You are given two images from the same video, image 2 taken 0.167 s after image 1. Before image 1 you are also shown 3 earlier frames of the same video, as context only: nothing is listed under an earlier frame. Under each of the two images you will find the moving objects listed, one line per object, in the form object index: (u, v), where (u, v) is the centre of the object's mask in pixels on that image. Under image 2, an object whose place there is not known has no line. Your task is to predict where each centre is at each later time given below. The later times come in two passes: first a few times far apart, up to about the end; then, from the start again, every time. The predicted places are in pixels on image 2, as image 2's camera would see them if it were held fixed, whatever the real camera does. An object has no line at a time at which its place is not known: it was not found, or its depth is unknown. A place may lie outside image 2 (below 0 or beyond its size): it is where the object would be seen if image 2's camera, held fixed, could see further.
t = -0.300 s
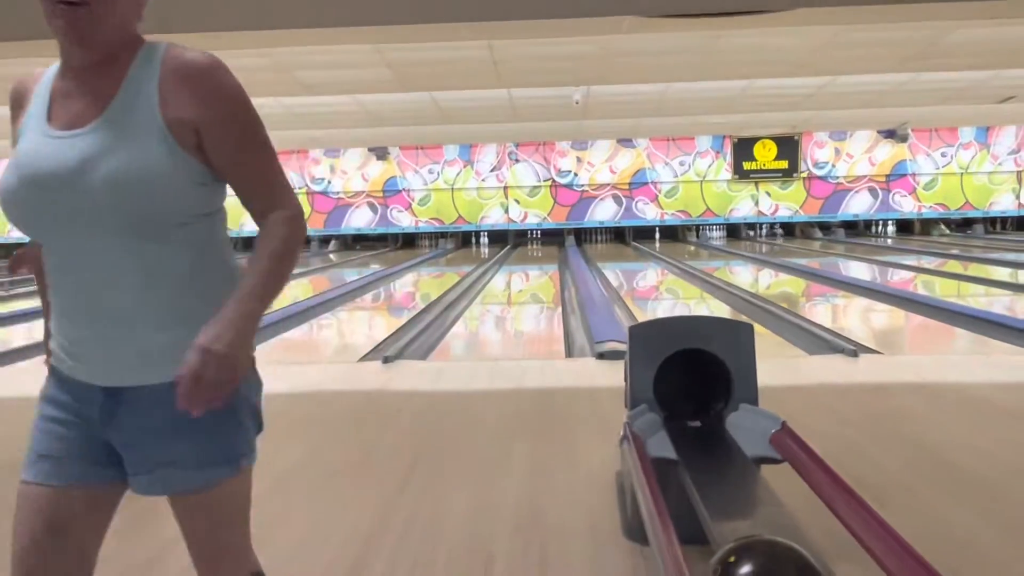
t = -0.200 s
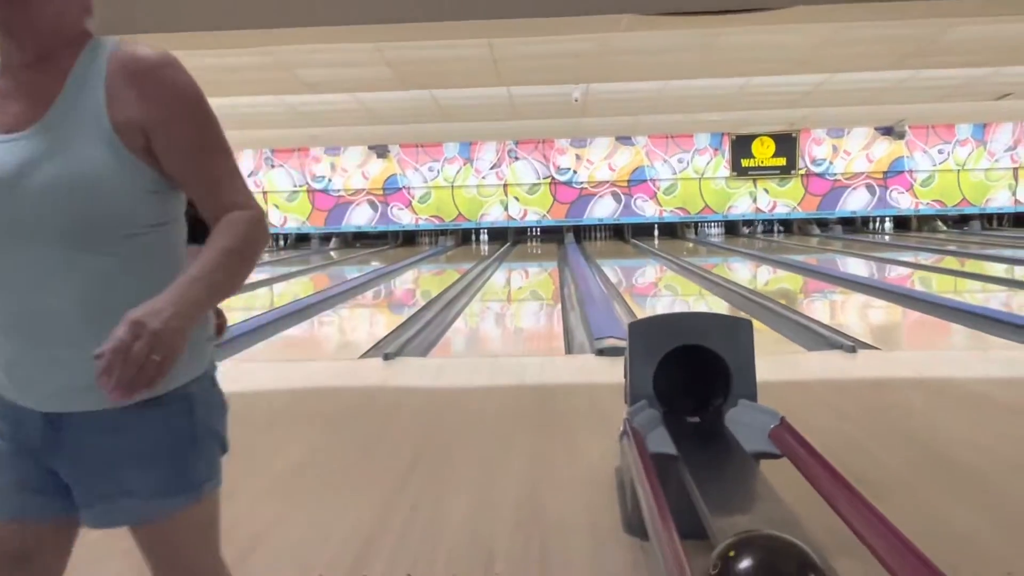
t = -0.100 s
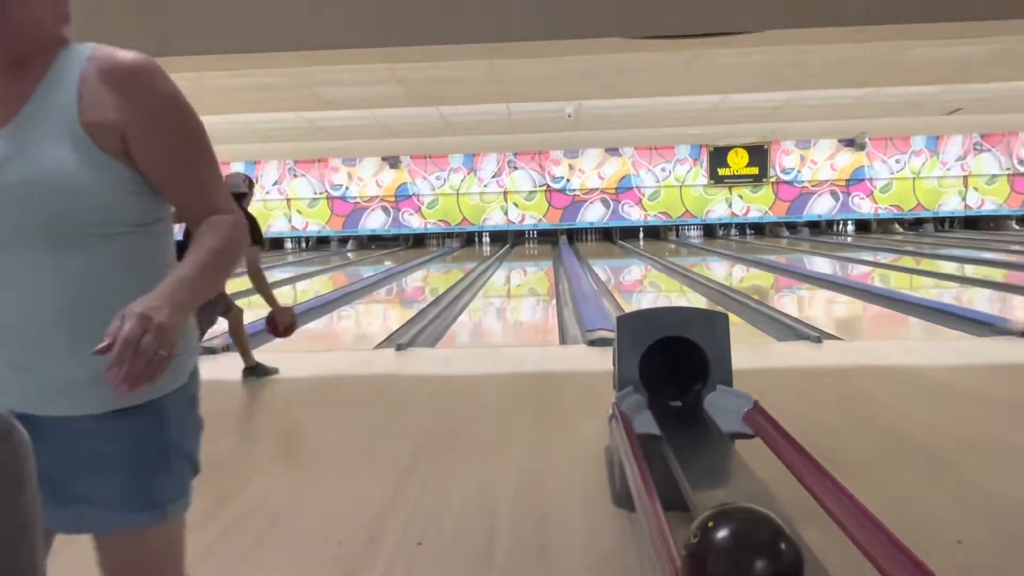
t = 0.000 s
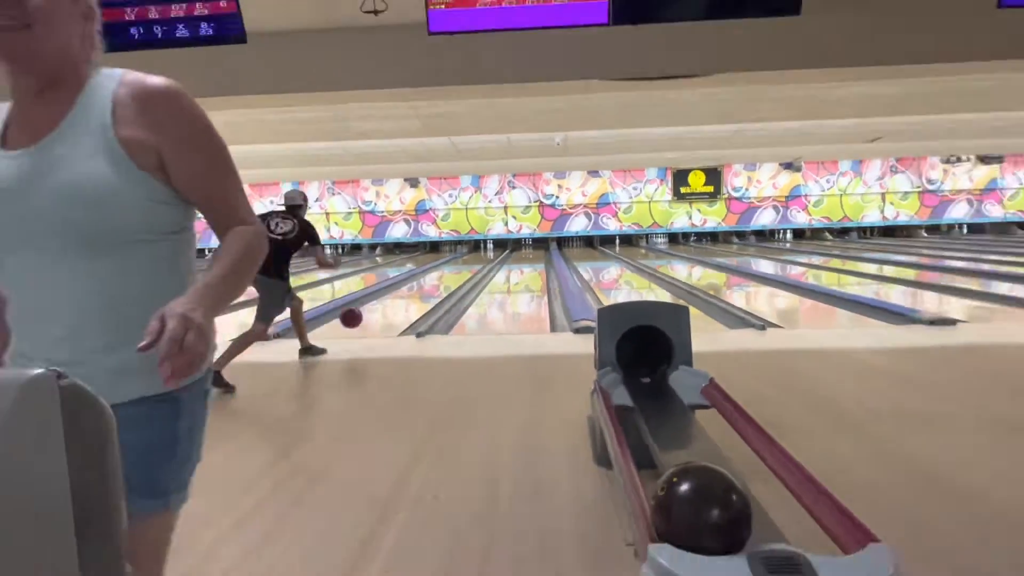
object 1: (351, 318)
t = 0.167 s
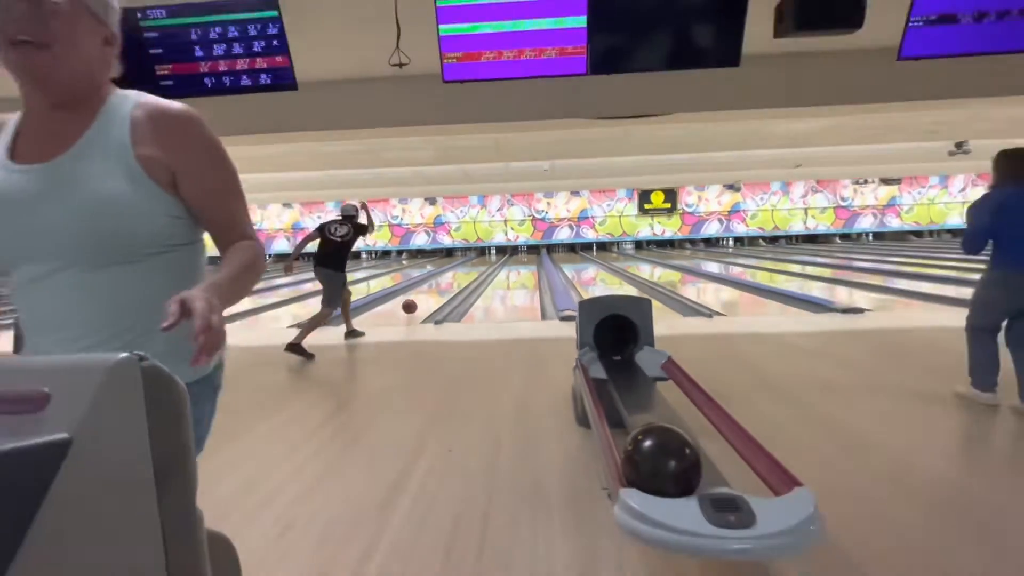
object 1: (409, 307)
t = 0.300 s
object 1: (425, 302)
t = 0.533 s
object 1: (446, 293)
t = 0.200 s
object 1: (413, 304)
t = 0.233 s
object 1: (418, 303)
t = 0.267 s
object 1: (422, 303)
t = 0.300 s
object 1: (425, 302)
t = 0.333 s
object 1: (429, 301)
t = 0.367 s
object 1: (432, 299)
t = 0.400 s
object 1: (435, 298)
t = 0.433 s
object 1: (437, 296)
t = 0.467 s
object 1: (440, 295)
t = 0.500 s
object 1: (443, 295)
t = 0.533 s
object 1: (446, 293)
